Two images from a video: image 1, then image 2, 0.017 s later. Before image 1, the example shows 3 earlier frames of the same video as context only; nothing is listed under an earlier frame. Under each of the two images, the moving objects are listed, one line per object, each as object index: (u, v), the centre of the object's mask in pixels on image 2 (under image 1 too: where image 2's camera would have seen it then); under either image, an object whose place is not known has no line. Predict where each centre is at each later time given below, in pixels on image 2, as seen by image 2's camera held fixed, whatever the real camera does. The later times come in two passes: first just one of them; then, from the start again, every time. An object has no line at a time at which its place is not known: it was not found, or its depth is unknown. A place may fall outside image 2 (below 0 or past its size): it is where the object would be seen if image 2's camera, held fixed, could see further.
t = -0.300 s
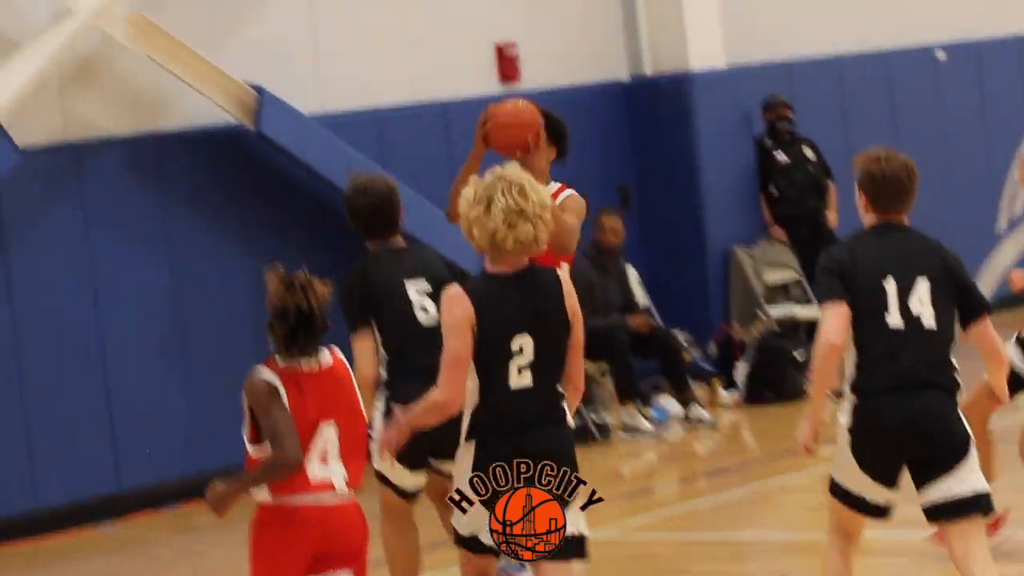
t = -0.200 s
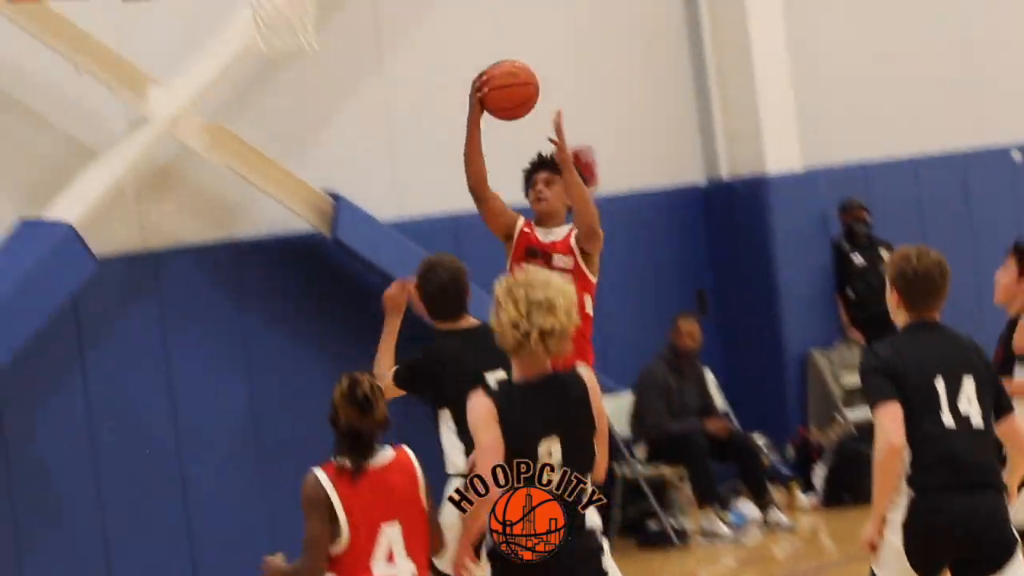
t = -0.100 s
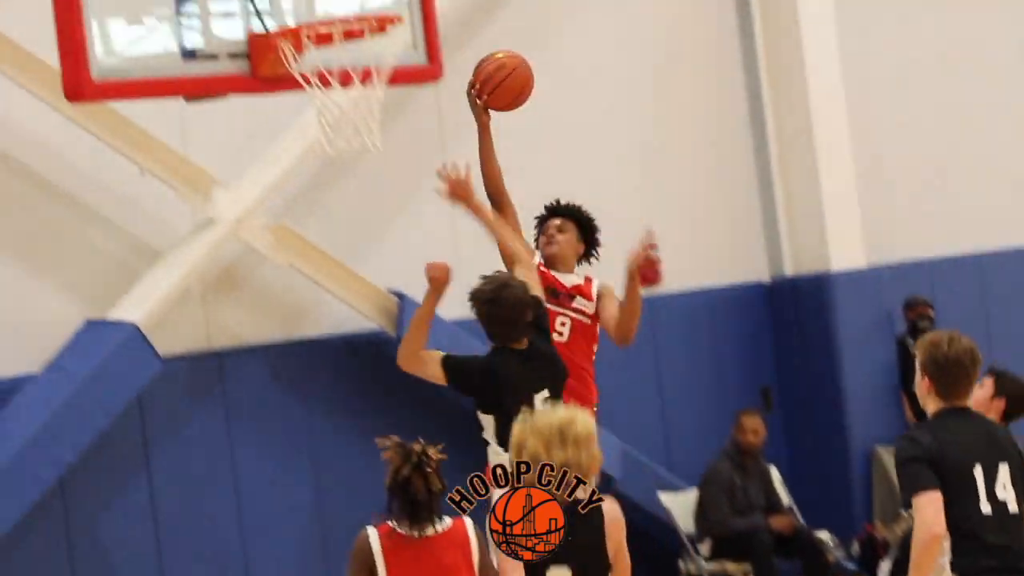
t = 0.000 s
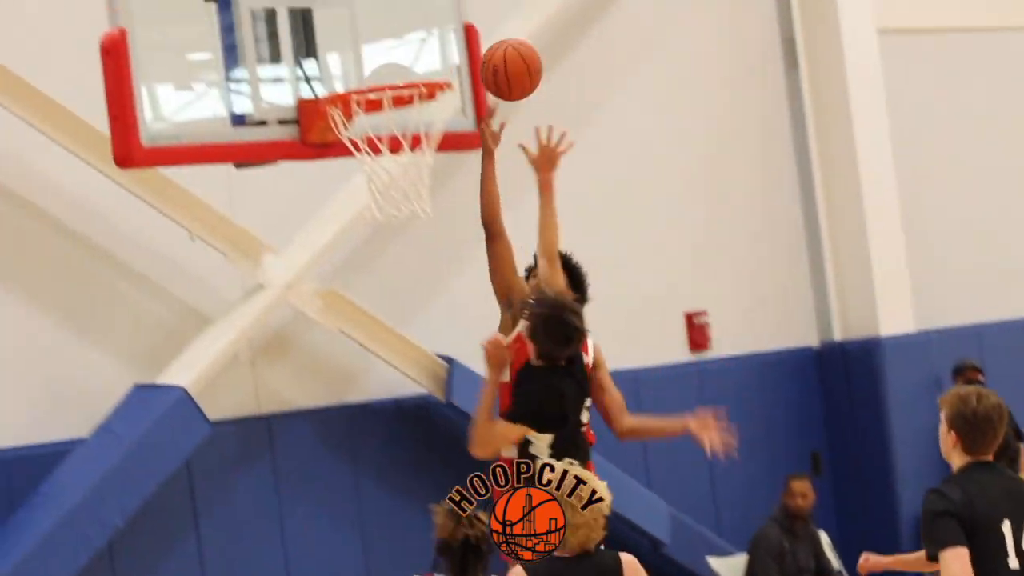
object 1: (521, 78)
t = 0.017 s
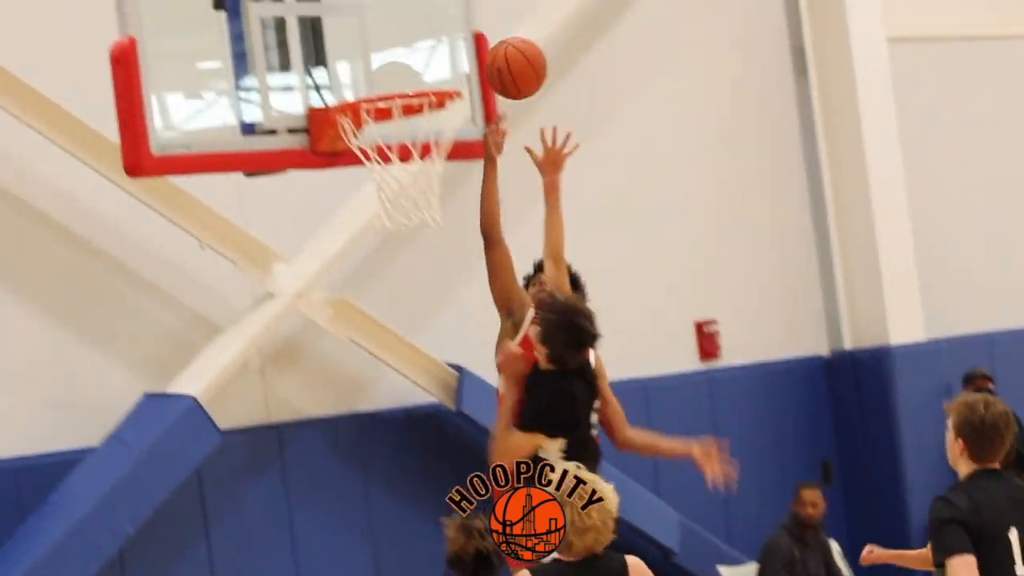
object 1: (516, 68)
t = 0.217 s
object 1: (467, 4)
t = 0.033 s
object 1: (511, 59)
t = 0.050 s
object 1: (506, 50)
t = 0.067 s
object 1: (502, 42)
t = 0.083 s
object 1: (497, 35)
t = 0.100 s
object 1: (493, 29)
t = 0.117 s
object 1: (489, 23)
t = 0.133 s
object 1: (485, 18)
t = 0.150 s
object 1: (481, 14)
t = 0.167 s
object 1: (478, 11)
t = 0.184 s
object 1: (474, 8)
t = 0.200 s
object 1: (471, 6)
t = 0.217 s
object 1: (467, 4)
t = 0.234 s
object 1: (464, 3)
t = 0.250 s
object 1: (460, 3)
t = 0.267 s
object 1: (457, 3)
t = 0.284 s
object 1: (453, 5)
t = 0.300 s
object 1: (450, 6)
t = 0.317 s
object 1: (447, 8)
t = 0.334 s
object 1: (444, 11)
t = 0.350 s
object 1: (440, 15)
